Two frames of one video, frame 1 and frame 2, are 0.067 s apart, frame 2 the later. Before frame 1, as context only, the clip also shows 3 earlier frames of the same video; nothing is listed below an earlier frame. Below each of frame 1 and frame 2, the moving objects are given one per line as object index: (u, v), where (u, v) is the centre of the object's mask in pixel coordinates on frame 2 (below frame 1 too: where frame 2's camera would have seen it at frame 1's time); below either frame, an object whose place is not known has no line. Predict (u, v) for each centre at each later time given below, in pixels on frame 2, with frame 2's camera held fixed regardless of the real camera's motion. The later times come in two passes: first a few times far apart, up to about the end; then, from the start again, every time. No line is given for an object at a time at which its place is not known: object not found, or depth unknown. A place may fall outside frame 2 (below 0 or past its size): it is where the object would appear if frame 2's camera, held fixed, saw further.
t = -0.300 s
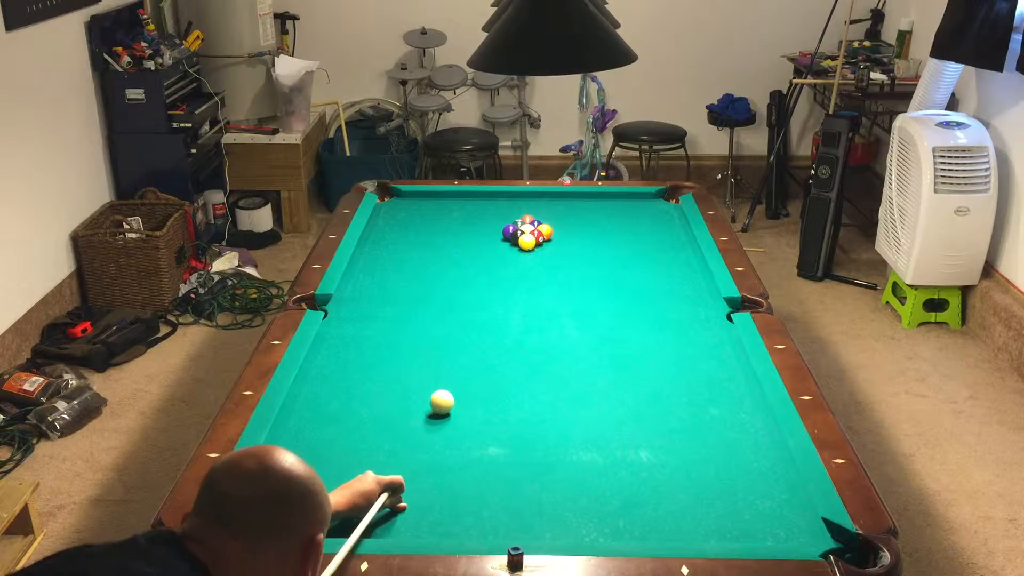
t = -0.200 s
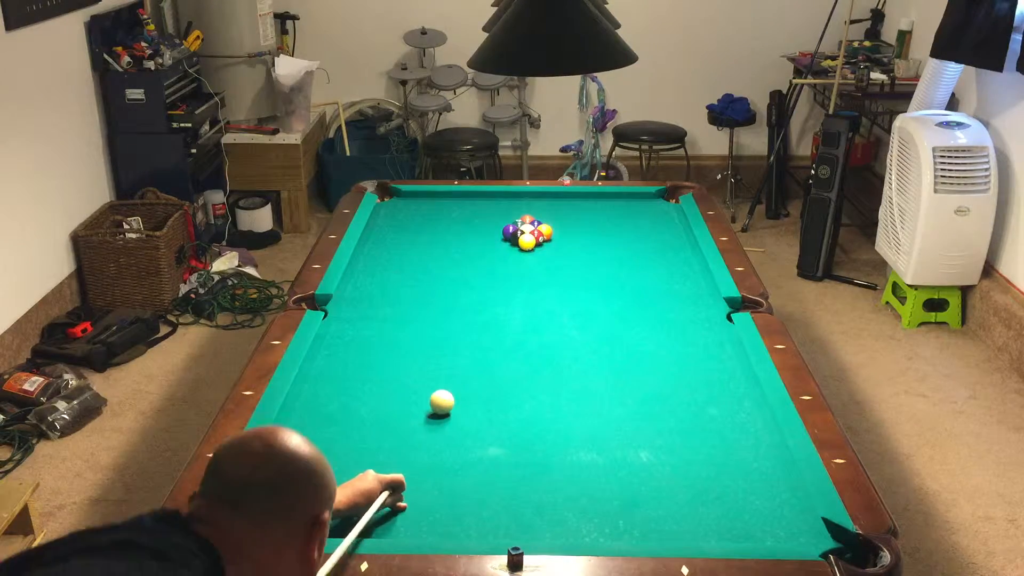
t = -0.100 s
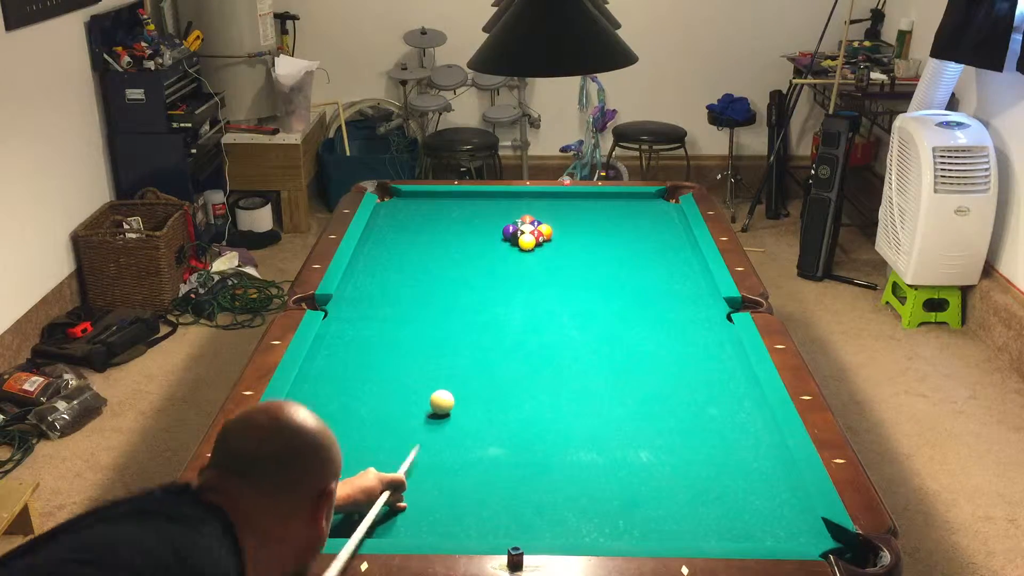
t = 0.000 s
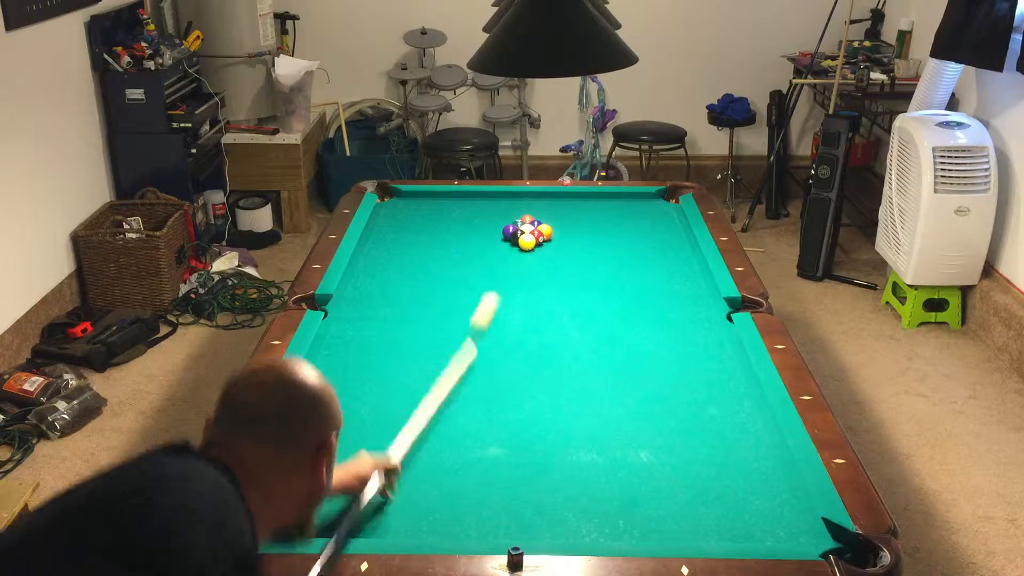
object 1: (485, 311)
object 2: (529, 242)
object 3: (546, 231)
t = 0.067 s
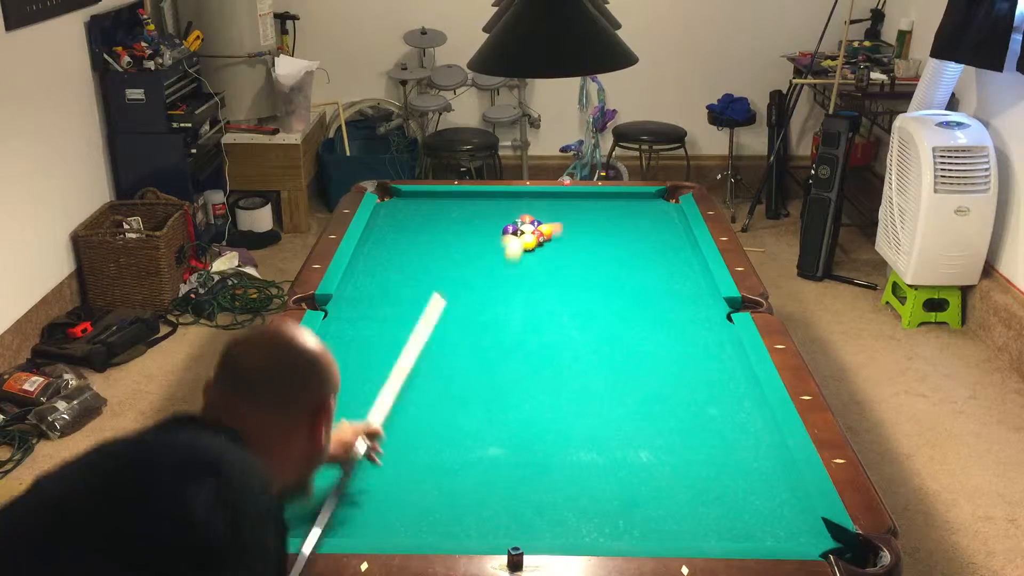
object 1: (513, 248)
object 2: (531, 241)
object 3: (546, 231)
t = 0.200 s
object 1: (403, 220)
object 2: (570, 253)
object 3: (664, 205)
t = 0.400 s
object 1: (459, 195)
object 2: (631, 270)
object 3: (540, 197)
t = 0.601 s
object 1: (443, 202)
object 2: (696, 288)
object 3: (488, 196)
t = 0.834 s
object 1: (410, 210)
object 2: (680, 306)
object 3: (421, 202)
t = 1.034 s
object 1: (383, 216)
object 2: (648, 321)
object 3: (394, 210)
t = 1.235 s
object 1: (386, 218)
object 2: (615, 337)
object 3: (424, 221)
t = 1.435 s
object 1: (396, 219)
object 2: (581, 353)
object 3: (458, 229)
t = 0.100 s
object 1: (487, 236)
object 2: (538, 243)
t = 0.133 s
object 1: (458, 231)
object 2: (549, 247)
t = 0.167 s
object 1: (429, 227)
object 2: (560, 250)
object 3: (660, 210)
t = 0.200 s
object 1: (403, 220)
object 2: (570, 253)
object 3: (664, 205)
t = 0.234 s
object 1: (381, 216)
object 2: (580, 255)
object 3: (640, 202)
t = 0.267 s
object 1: (394, 210)
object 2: (590, 258)
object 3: (617, 199)
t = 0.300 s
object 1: (412, 205)
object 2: (600, 261)
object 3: (595, 197)
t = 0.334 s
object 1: (428, 200)
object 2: (610, 264)
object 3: (576, 194)
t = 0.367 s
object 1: (444, 195)
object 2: (620, 266)
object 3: (558, 195)
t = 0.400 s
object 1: (459, 195)
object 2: (631, 270)
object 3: (540, 197)
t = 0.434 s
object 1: (474, 198)
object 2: (641, 272)
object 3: (524, 198)
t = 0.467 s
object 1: (483, 201)
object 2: (652, 276)
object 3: (518, 197)
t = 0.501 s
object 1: (473, 202)
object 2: (663, 279)
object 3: (514, 195)
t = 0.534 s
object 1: (464, 202)
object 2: (674, 282)
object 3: (507, 195)
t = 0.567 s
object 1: (456, 201)
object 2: (685, 285)
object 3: (497, 195)
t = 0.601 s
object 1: (443, 202)
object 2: (696, 288)
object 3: (488, 196)
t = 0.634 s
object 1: (438, 204)
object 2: (707, 291)
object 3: (478, 197)
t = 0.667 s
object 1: (433, 205)
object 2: (706, 294)
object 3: (469, 198)
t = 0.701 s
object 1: (428, 206)
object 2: (701, 296)
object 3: (459, 198)
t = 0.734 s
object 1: (424, 207)
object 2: (695, 299)
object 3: (449, 198)
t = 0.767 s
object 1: (419, 207)
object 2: (690, 301)
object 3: (439, 201)
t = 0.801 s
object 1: (414, 209)
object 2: (685, 304)
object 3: (430, 202)
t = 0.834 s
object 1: (410, 210)
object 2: (680, 306)
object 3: (421, 202)
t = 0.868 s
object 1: (405, 212)
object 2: (675, 309)
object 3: (411, 202)
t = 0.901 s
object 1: (401, 212)
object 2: (669, 311)
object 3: (399, 202)
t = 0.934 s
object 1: (397, 213)
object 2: (664, 314)
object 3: (388, 205)
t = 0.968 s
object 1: (392, 214)
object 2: (659, 316)
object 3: (381, 206)
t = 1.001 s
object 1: (388, 215)
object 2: (653, 319)
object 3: (387, 205)
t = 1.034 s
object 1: (383, 216)
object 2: (648, 321)
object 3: (394, 210)
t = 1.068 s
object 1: (379, 217)
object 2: (643, 324)
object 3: (398, 212)
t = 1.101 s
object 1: (378, 217)
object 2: (637, 326)
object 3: (403, 214)
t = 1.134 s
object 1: (381, 217)
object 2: (632, 329)
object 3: (408, 216)
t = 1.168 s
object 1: (382, 217)
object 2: (626, 332)
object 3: (414, 217)
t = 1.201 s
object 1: (384, 218)
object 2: (621, 334)
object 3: (419, 219)
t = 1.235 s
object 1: (386, 218)
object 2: (615, 337)
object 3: (424, 221)
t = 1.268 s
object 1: (387, 218)
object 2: (610, 340)
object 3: (430, 223)
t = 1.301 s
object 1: (389, 218)
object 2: (604, 343)
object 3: (434, 224)
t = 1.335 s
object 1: (391, 219)
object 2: (598, 345)
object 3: (440, 226)
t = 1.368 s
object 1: (392, 219)
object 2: (593, 348)
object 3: (445, 228)
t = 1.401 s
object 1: (394, 219)
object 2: (587, 351)
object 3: (450, 228)
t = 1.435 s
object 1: (396, 219)
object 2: (581, 353)
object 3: (458, 229)
